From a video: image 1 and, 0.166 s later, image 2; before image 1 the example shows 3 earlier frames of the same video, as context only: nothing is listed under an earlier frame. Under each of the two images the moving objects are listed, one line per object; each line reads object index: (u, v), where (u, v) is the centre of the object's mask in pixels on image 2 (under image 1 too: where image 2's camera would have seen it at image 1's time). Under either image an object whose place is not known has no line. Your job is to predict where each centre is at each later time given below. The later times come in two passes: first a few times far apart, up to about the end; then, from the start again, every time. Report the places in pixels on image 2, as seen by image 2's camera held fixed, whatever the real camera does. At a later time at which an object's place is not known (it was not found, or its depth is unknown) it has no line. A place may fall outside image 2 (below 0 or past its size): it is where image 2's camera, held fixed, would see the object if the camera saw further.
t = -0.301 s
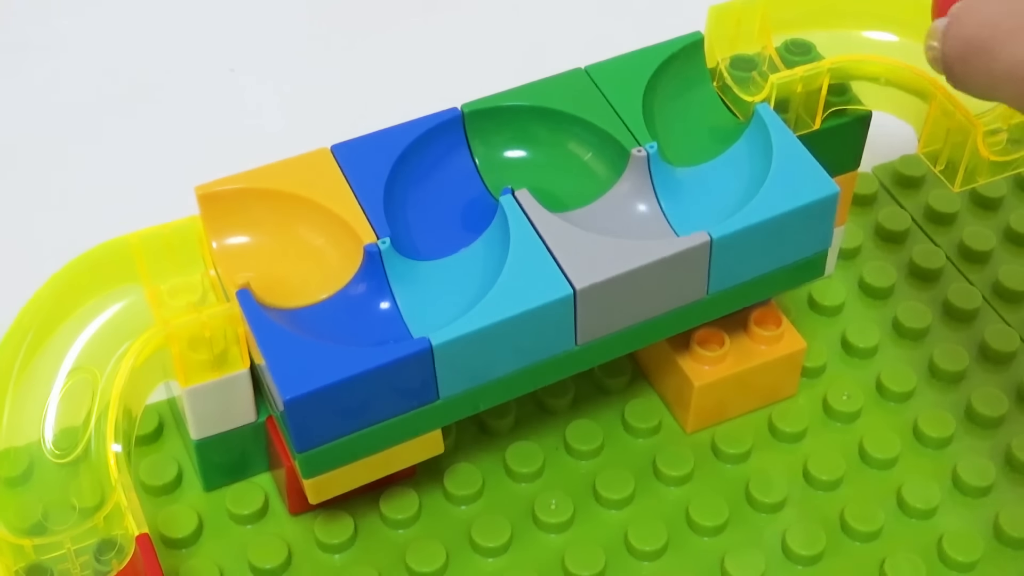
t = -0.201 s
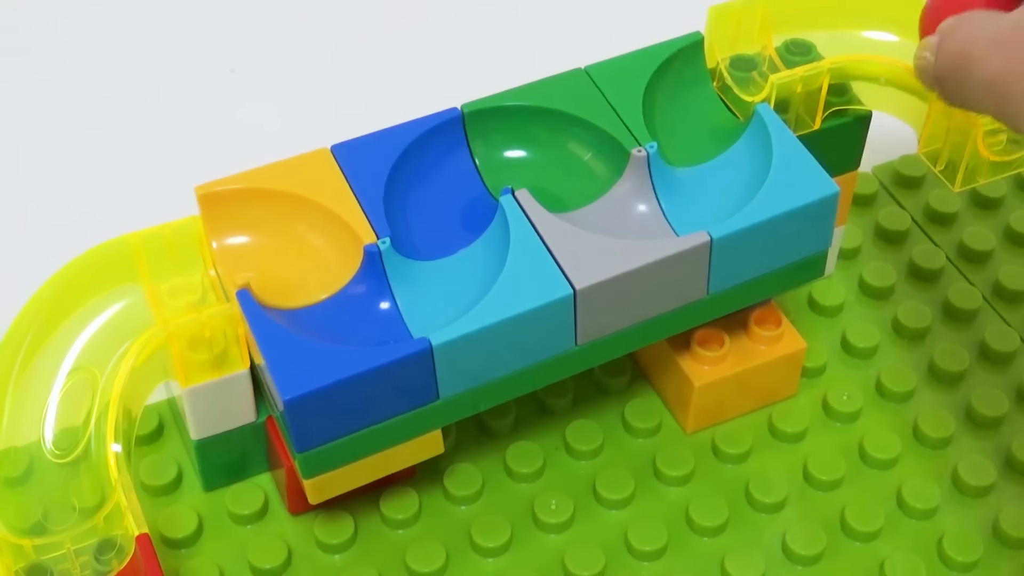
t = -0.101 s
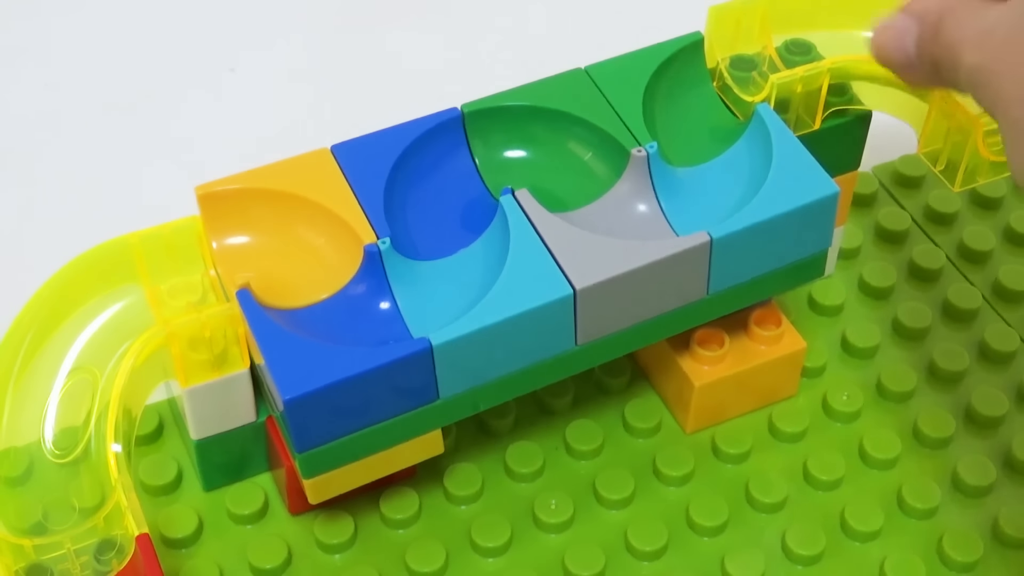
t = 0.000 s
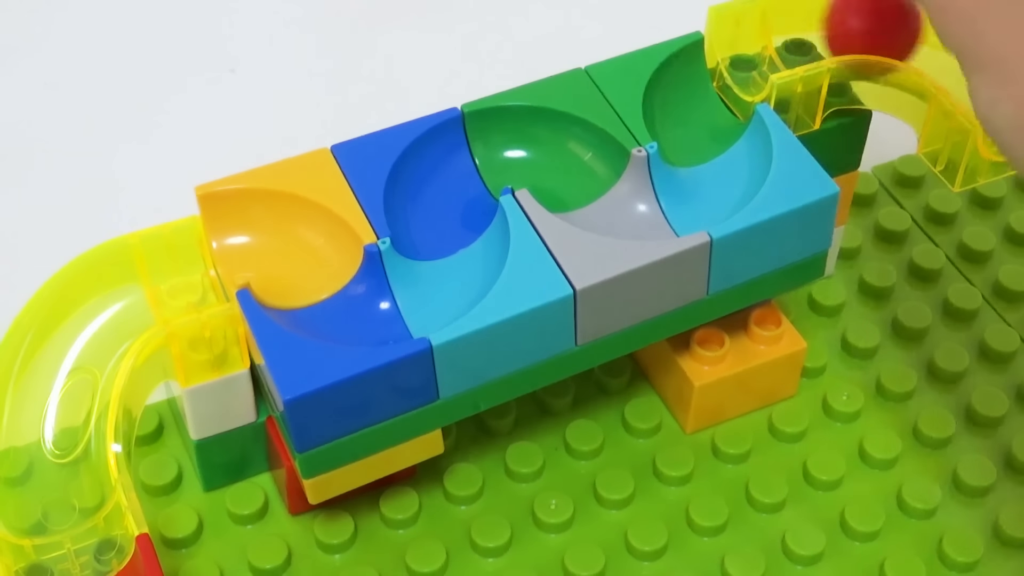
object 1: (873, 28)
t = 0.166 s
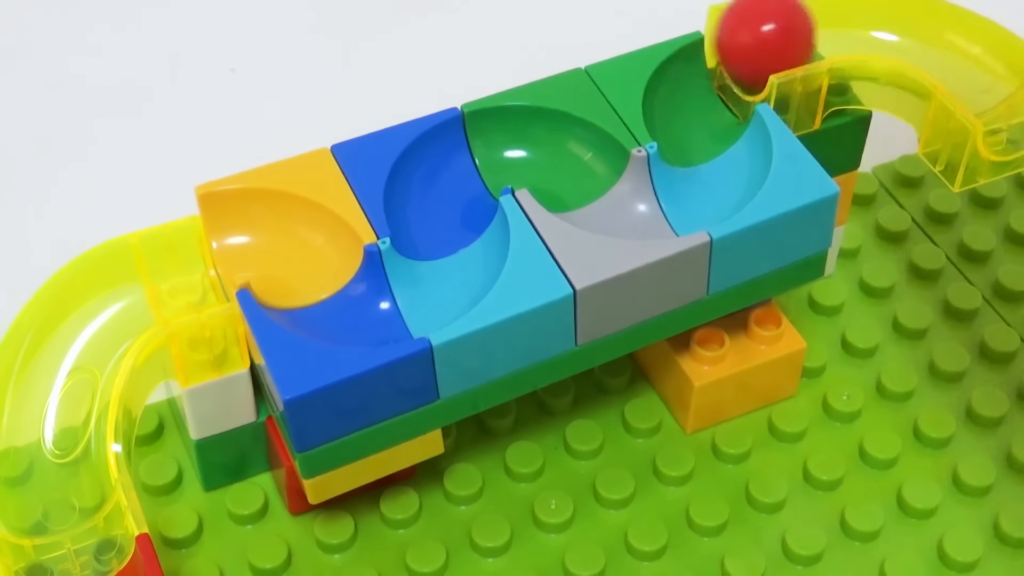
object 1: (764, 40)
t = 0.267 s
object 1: (703, 88)
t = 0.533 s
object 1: (714, 145)
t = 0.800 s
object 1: (604, 187)
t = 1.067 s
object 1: (457, 164)
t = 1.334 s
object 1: (391, 294)
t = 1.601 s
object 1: (270, 233)
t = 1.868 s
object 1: (178, 256)
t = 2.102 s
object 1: (60, 515)
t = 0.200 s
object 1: (742, 45)
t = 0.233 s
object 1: (721, 54)
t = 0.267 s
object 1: (703, 88)
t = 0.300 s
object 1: (695, 109)
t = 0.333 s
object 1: (698, 116)
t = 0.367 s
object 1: (701, 120)
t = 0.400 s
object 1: (702, 123)
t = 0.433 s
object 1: (705, 127)
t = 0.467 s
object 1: (709, 132)
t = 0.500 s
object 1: (712, 138)
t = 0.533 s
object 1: (714, 145)
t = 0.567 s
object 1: (714, 156)
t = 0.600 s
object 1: (711, 165)
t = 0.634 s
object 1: (703, 175)
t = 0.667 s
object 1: (690, 184)
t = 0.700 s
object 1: (672, 190)
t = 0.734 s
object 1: (650, 194)
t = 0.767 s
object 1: (627, 193)
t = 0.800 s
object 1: (604, 187)
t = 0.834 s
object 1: (587, 177)
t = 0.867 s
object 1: (575, 166)
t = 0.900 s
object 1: (561, 155)
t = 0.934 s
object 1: (541, 145)
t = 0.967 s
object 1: (519, 143)
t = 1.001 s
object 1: (497, 144)
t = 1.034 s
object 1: (475, 152)
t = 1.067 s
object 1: (457, 164)
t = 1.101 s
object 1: (445, 179)
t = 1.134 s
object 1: (441, 198)
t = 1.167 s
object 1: (443, 215)
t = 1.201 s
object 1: (449, 230)
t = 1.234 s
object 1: (449, 248)
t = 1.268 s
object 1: (439, 267)
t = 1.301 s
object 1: (418, 284)
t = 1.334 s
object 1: (391, 294)
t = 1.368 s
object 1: (360, 296)
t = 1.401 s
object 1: (331, 290)
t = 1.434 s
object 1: (312, 276)
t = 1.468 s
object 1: (307, 263)
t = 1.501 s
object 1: (302, 254)
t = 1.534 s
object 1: (293, 246)
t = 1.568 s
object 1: (282, 238)
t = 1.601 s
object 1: (270, 233)
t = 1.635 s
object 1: (259, 229)
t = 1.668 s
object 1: (249, 229)
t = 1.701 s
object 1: (240, 227)
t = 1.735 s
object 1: (231, 229)
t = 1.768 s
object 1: (221, 230)
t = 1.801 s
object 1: (211, 234)
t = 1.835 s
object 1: (198, 239)
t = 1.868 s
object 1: (178, 256)
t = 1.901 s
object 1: (154, 276)
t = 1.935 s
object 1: (131, 284)
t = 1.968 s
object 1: (106, 300)
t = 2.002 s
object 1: (78, 327)
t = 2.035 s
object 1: (53, 373)
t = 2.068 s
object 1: (46, 447)
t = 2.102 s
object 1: (60, 515)
